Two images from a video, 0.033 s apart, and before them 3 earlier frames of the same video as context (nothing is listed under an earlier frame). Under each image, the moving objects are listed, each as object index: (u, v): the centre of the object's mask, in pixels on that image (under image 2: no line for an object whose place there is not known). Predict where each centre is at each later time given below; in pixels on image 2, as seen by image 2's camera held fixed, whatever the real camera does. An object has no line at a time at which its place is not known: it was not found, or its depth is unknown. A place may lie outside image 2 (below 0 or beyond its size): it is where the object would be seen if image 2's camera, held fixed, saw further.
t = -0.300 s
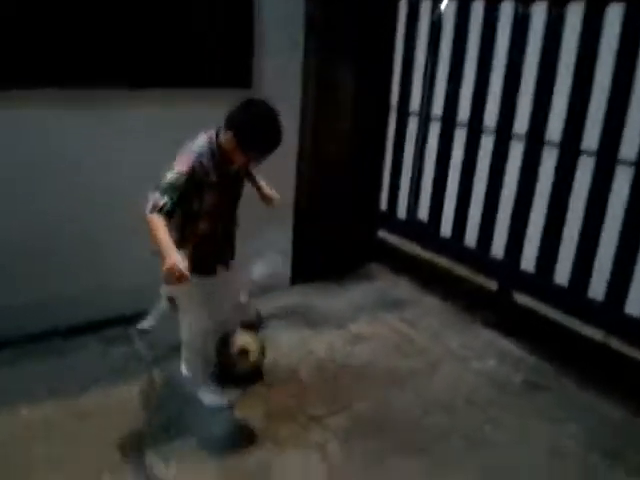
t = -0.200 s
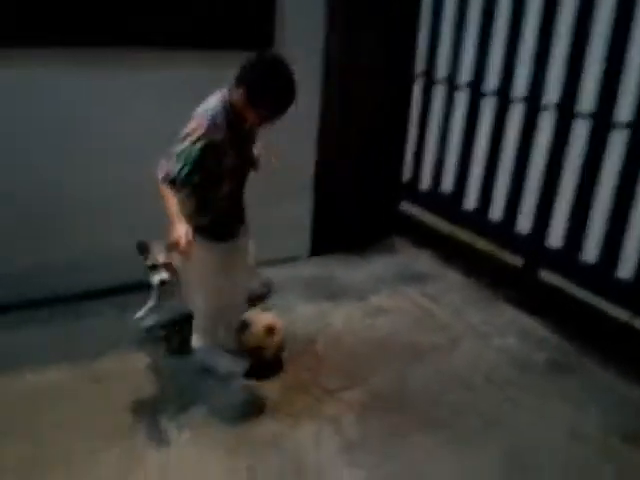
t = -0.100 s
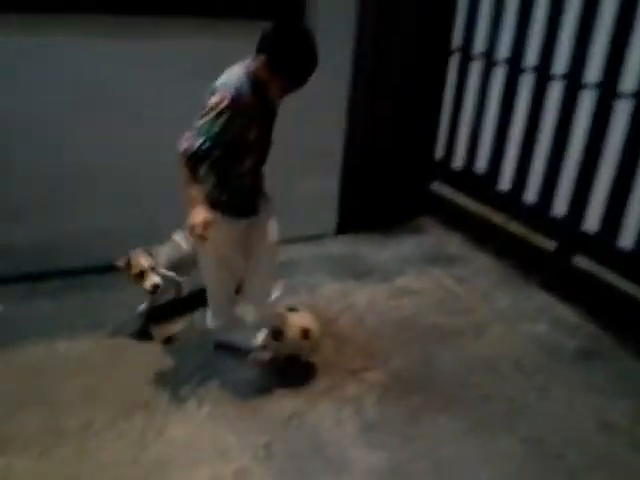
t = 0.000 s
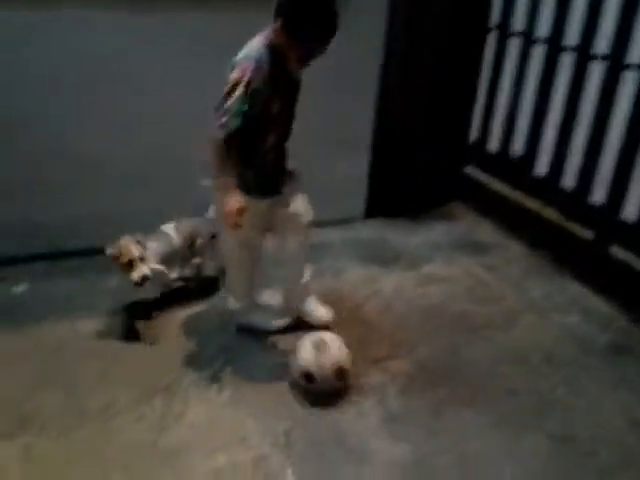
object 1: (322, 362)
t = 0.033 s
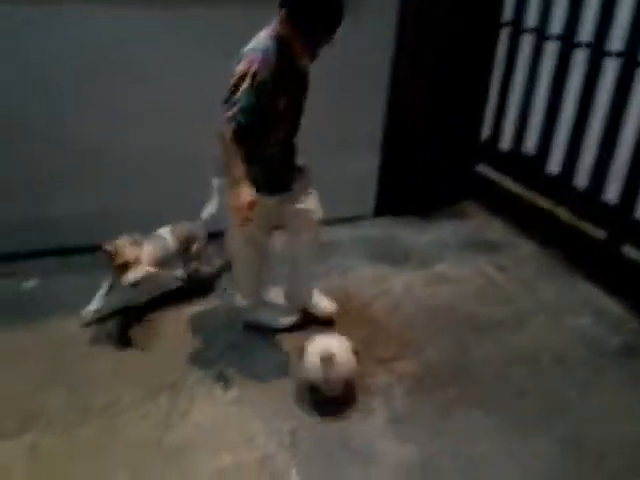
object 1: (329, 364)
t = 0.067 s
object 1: (331, 370)
